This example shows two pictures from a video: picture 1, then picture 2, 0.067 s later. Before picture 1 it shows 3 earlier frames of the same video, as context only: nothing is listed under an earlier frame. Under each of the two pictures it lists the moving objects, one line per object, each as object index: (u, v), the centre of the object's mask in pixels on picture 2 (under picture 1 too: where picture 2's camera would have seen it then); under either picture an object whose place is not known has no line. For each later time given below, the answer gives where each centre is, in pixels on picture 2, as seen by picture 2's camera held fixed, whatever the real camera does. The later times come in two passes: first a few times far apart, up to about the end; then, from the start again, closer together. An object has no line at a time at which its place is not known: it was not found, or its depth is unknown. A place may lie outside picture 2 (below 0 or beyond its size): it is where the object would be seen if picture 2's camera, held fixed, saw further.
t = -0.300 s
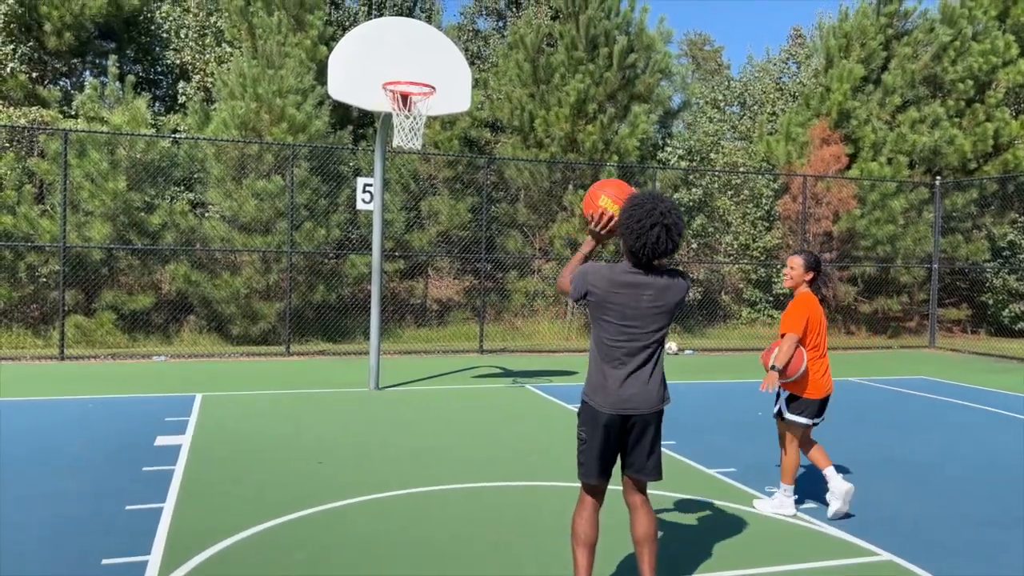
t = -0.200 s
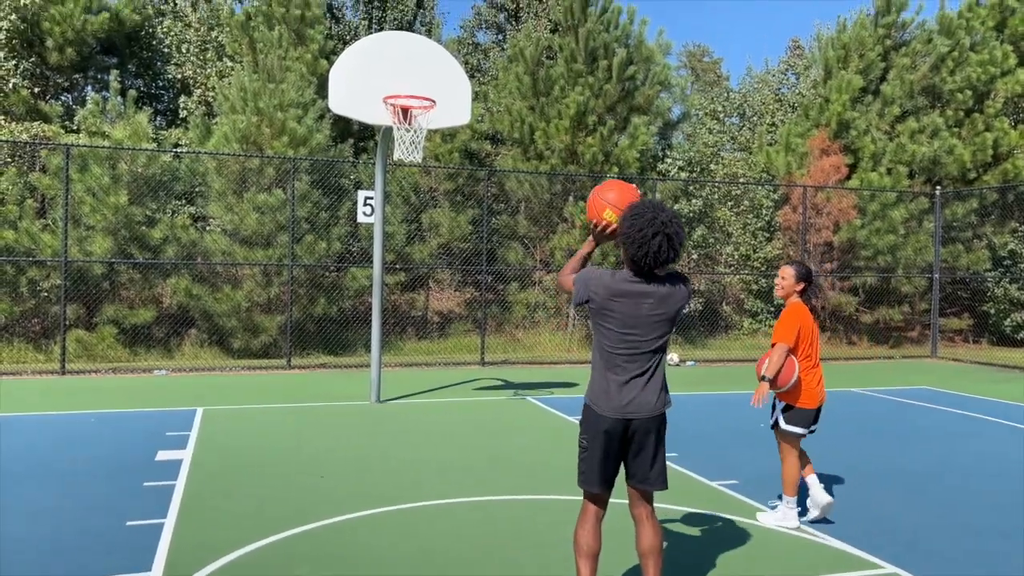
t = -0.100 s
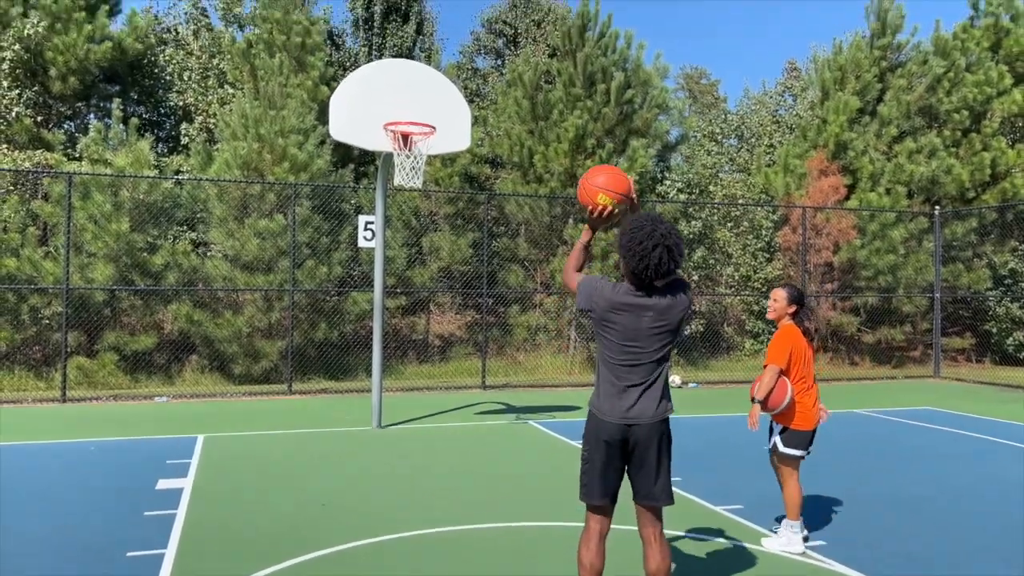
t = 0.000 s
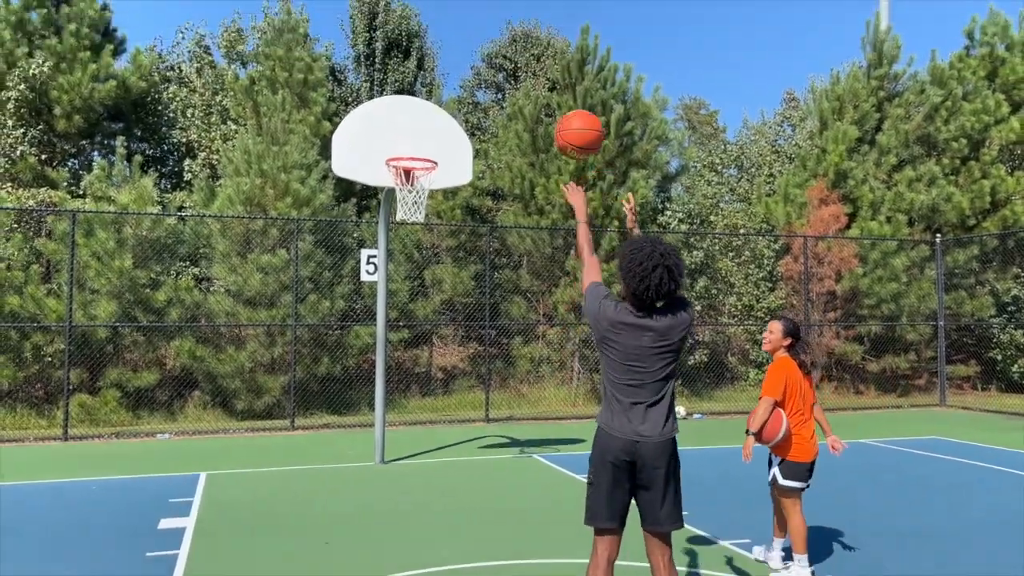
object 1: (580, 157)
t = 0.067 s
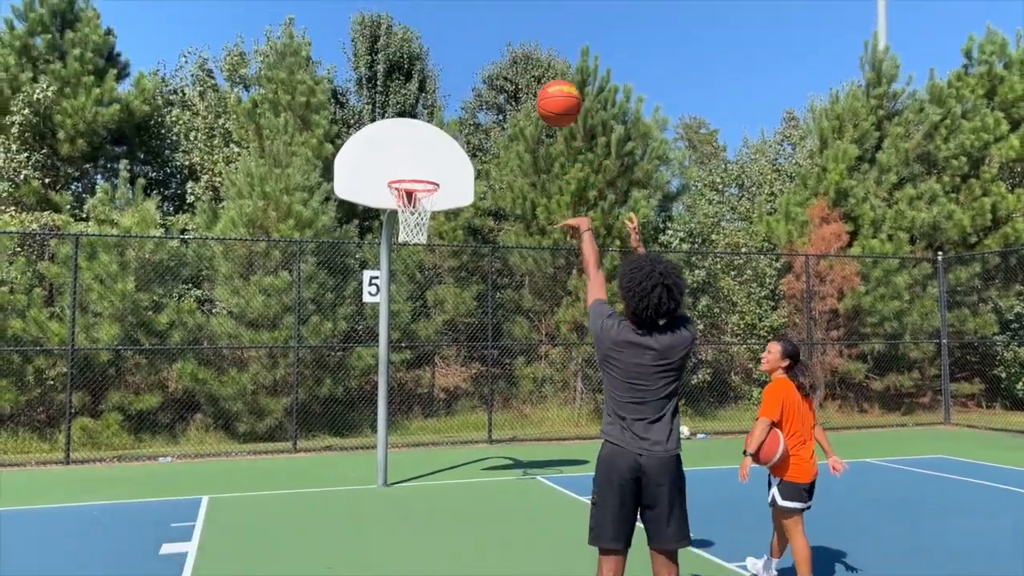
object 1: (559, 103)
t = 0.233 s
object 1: (517, 27)
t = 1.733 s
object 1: (472, 99)
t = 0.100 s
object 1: (550, 82)
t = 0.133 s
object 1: (541, 64)
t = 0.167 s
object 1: (533, 50)
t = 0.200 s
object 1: (525, 37)
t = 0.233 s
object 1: (517, 27)
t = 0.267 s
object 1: (510, 19)
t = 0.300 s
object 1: (503, 13)
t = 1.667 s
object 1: (466, 79)
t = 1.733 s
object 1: (472, 99)
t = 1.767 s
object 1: (476, 113)
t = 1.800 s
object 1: (480, 128)
